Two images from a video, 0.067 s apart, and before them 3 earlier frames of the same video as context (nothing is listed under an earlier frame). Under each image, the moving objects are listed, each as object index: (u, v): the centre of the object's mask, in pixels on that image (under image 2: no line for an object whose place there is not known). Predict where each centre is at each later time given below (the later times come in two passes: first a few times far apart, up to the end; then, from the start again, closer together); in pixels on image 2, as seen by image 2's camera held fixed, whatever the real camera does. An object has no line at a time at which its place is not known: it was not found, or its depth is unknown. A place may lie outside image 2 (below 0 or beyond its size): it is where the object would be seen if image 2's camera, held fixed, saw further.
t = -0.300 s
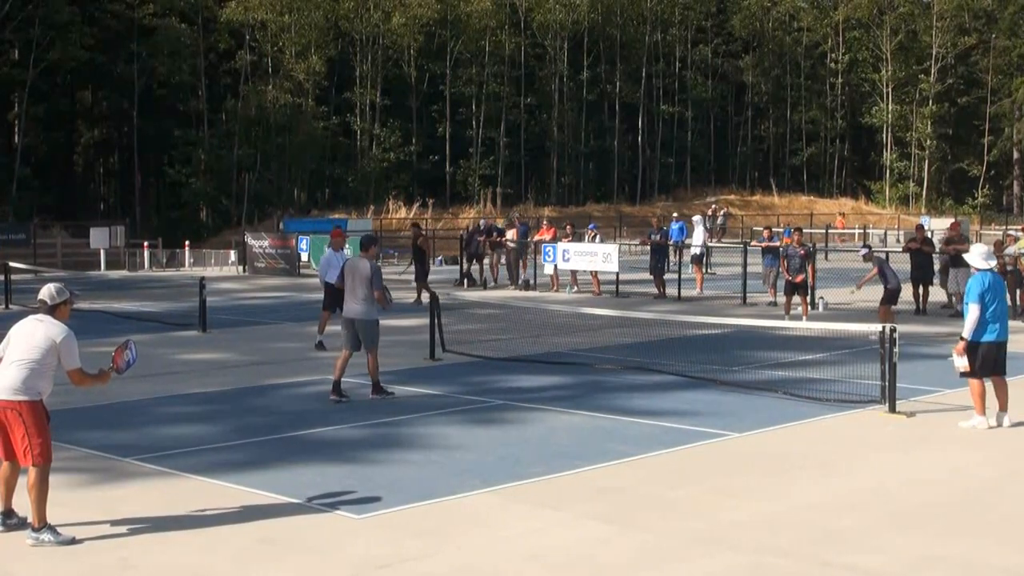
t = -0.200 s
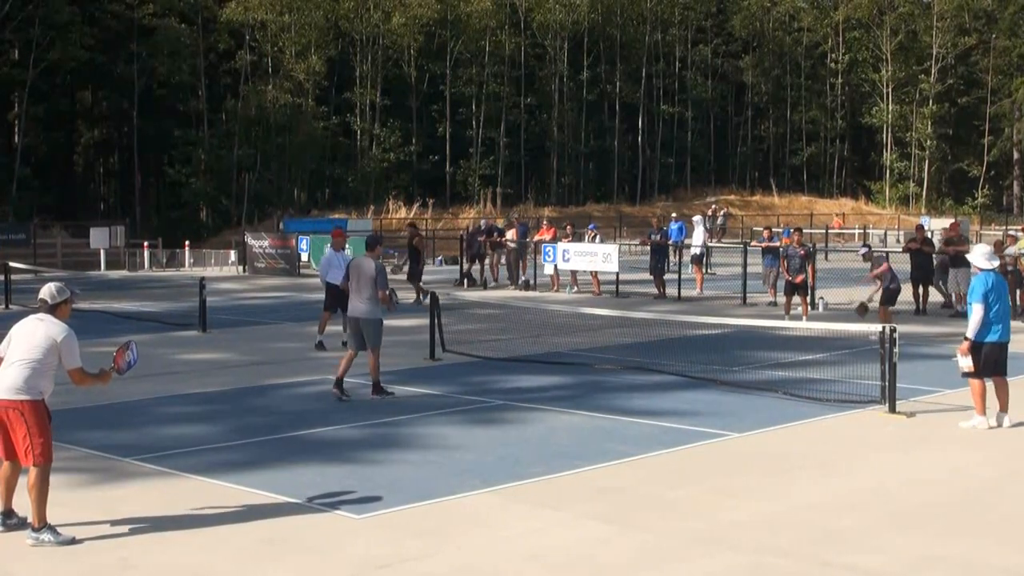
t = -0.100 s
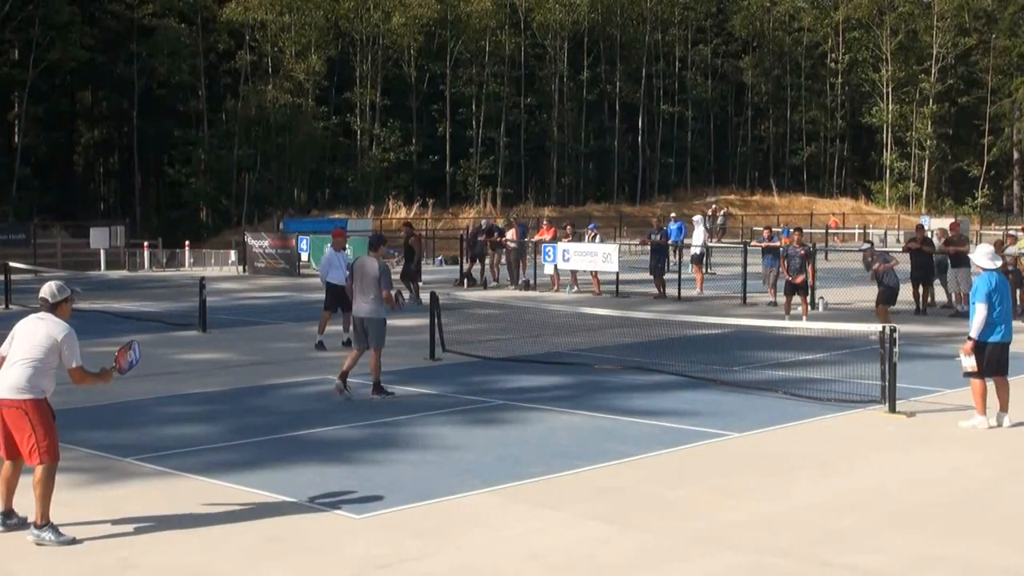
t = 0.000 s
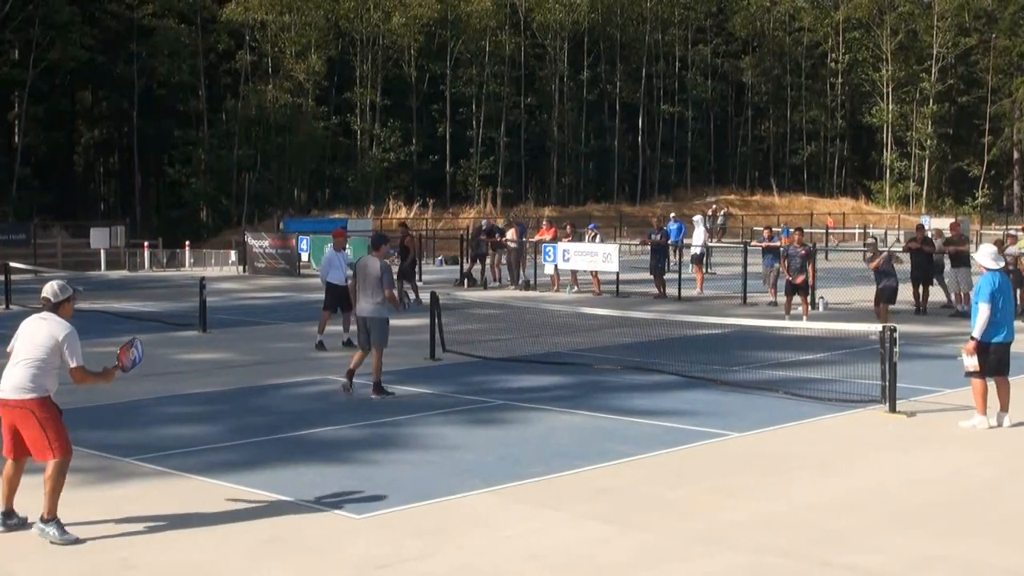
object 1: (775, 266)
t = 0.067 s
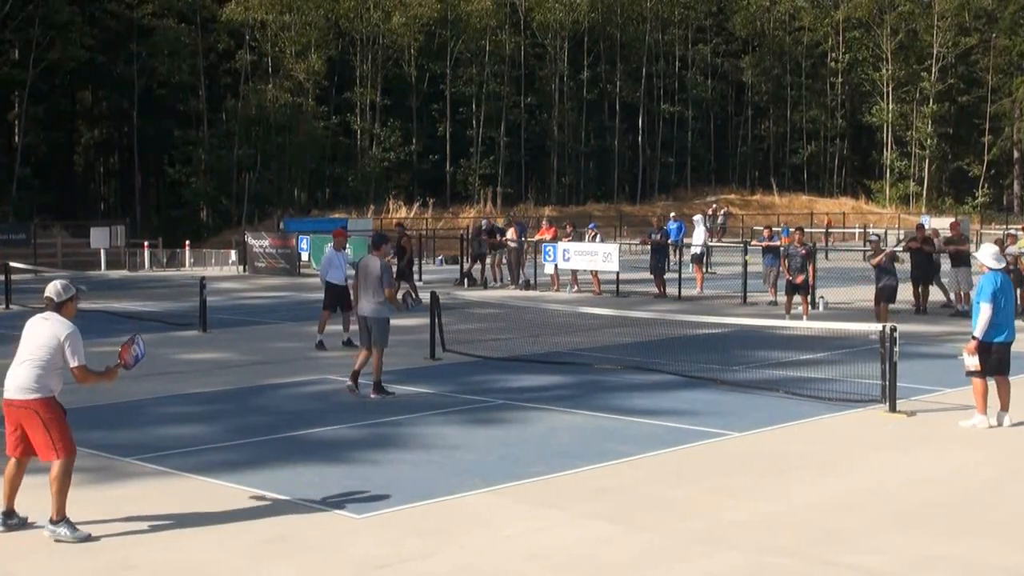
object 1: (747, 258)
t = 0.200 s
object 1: (685, 257)
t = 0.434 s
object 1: (567, 302)
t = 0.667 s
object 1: (433, 420)
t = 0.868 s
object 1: (341, 396)
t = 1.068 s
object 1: (245, 401)
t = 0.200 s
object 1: (685, 257)
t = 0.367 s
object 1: (603, 283)
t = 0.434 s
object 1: (567, 302)
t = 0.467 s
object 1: (549, 314)
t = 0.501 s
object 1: (530, 328)
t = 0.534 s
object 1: (512, 343)
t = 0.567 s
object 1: (492, 360)
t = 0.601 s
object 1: (473, 378)
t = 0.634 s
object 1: (453, 399)
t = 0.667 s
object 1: (433, 420)
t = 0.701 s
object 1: (415, 433)
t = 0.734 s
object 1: (400, 422)
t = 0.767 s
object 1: (385, 414)
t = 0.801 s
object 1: (371, 407)
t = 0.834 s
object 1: (356, 401)
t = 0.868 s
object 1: (341, 396)
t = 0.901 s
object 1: (326, 393)
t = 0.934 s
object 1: (310, 392)
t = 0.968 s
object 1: (294, 391)
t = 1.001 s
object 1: (278, 393)
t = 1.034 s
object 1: (262, 396)
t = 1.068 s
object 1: (245, 401)
